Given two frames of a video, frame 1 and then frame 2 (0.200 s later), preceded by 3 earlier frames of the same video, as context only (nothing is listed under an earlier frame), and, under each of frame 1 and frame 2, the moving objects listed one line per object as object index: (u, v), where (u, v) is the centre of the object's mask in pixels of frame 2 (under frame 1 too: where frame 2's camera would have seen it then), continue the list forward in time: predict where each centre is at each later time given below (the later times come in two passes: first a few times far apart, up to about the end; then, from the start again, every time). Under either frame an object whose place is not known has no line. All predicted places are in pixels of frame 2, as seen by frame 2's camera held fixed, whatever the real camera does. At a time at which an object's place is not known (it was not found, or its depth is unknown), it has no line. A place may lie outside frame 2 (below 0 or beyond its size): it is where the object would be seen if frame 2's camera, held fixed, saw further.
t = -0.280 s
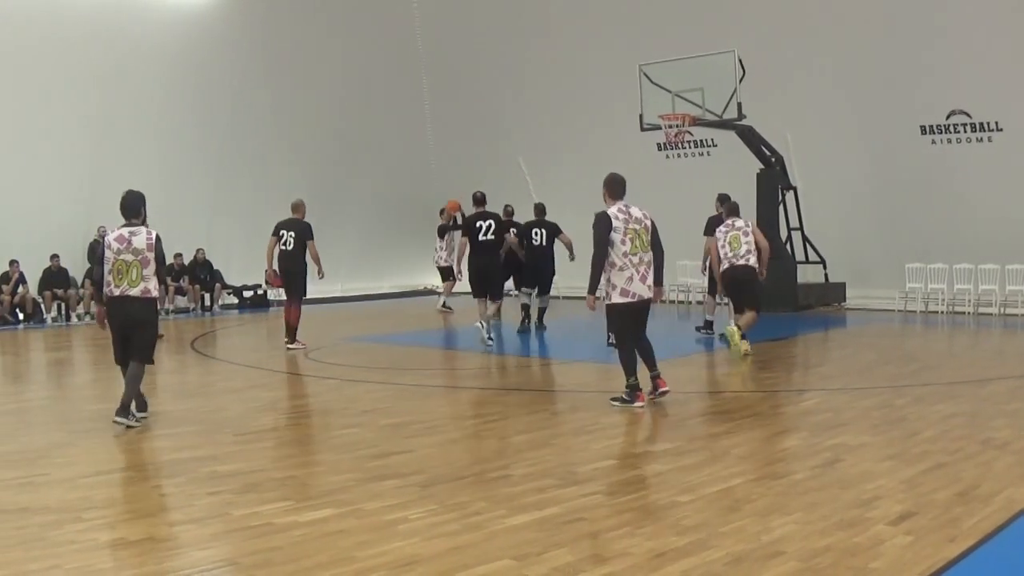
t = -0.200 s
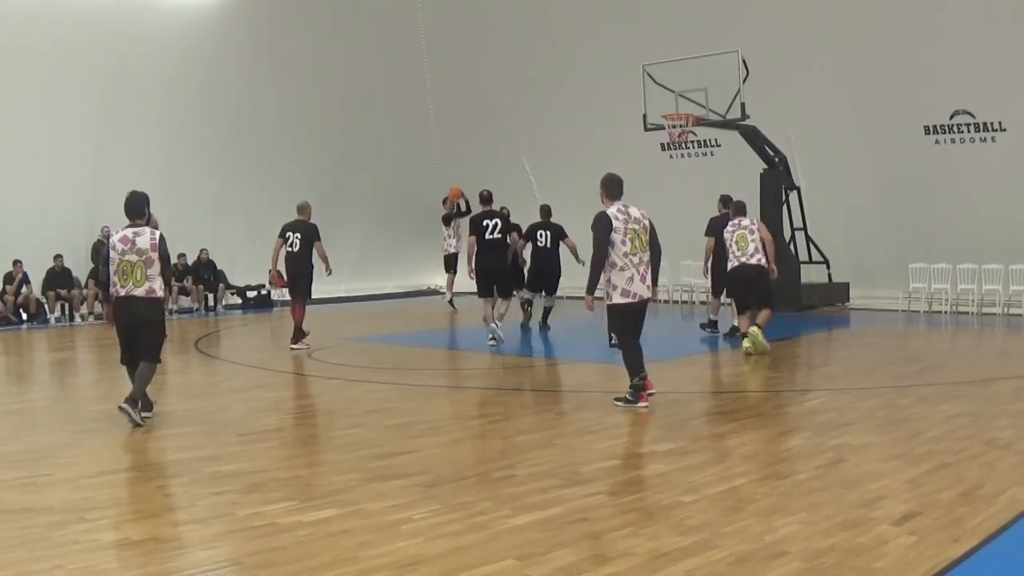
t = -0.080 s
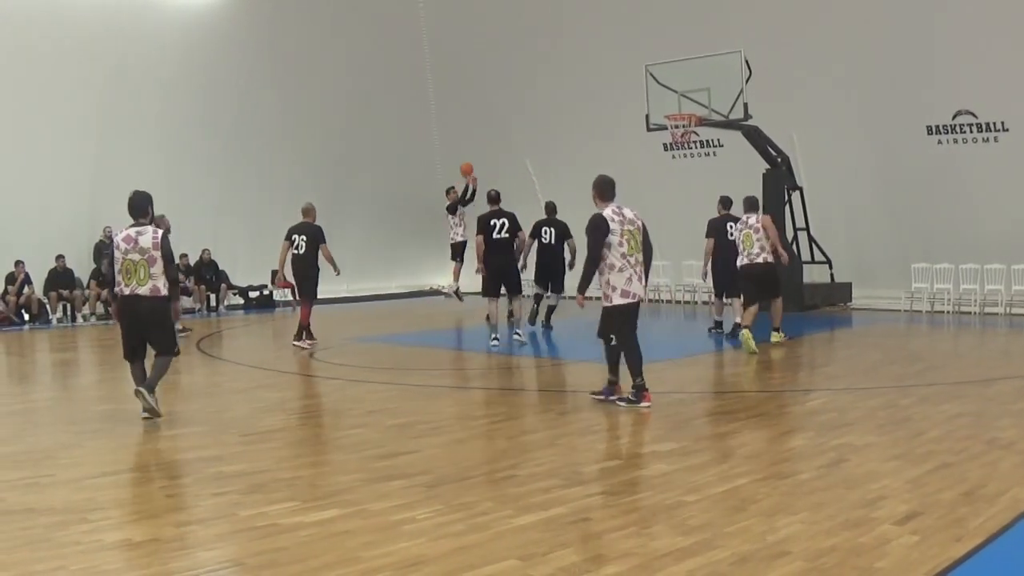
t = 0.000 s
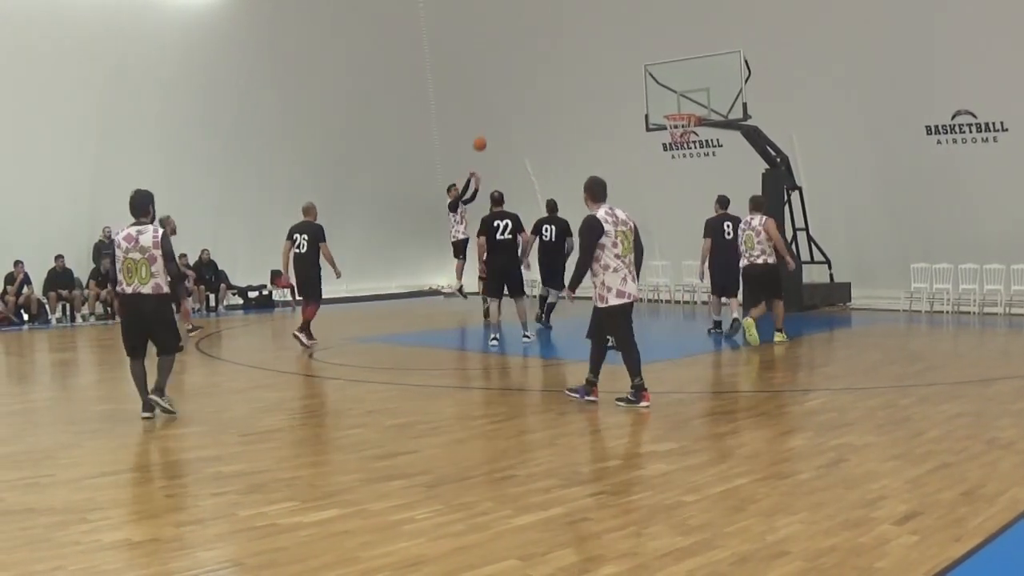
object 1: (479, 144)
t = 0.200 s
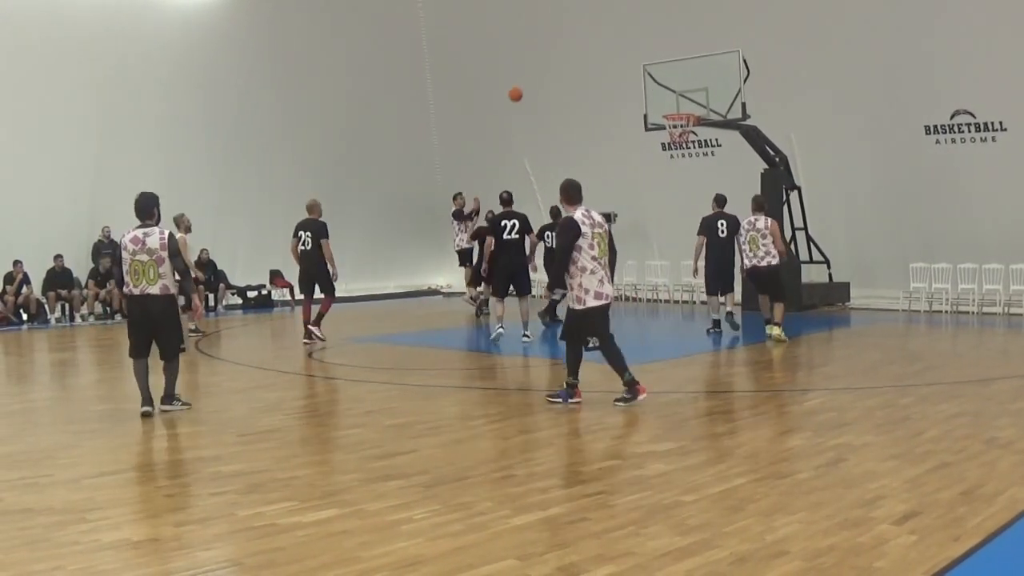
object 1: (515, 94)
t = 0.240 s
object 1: (523, 87)
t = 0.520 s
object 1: (579, 59)
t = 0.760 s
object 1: (632, 72)
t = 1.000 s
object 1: (684, 107)
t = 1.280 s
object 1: (674, 85)
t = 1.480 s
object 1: (655, 94)
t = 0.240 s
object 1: (523, 87)
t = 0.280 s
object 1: (531, 80)
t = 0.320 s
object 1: (539, 74)
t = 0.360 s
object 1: (547, 70)
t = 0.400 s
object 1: (555, 66)
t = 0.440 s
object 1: (563, 62)
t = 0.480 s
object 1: (571, 60)
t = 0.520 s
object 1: (579, 59)
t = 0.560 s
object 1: (588, 59)
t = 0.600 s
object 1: (597, 59)
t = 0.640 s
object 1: (605, 61)
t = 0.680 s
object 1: (614, 63)
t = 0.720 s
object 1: (623, 67)
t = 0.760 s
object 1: (632, 72)
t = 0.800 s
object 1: (642, 78)
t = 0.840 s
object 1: (651, 85)
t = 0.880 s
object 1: (660, 93)
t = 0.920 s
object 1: (669, 102)
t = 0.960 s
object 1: (677, 108)
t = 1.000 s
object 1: (684, 107)
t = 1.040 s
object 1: (688, 106)
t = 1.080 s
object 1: (688, 101)
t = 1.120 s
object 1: (688, 96)
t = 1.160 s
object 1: (686, 92)
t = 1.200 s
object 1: (682, 89)
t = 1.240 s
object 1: (679, 86)
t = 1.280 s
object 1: (674, 85)
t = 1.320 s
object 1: (671, 84)
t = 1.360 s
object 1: (667, 85)
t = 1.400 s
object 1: (663, 87)
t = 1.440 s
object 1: (659, 90)
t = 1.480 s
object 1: (655, 94)
